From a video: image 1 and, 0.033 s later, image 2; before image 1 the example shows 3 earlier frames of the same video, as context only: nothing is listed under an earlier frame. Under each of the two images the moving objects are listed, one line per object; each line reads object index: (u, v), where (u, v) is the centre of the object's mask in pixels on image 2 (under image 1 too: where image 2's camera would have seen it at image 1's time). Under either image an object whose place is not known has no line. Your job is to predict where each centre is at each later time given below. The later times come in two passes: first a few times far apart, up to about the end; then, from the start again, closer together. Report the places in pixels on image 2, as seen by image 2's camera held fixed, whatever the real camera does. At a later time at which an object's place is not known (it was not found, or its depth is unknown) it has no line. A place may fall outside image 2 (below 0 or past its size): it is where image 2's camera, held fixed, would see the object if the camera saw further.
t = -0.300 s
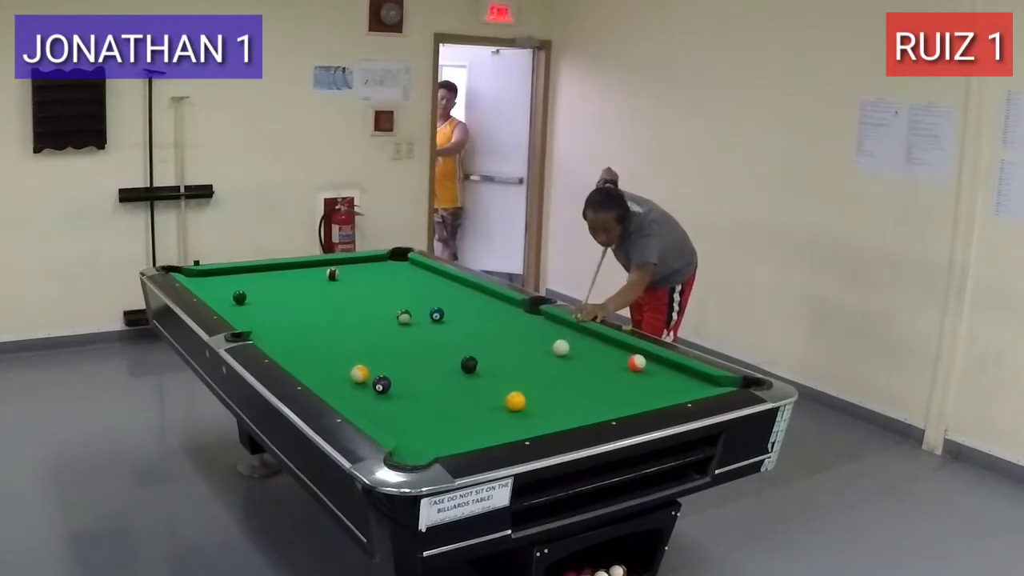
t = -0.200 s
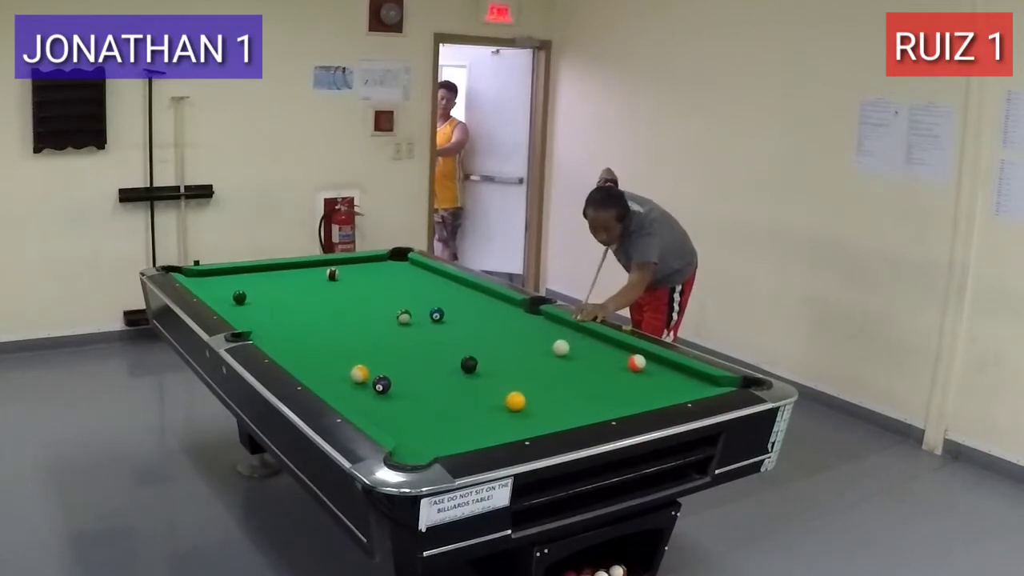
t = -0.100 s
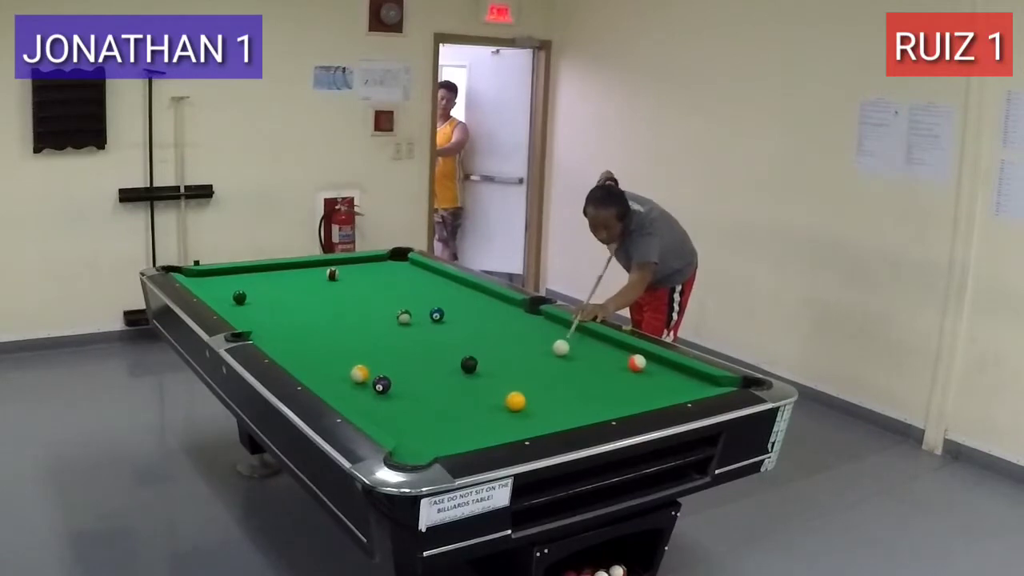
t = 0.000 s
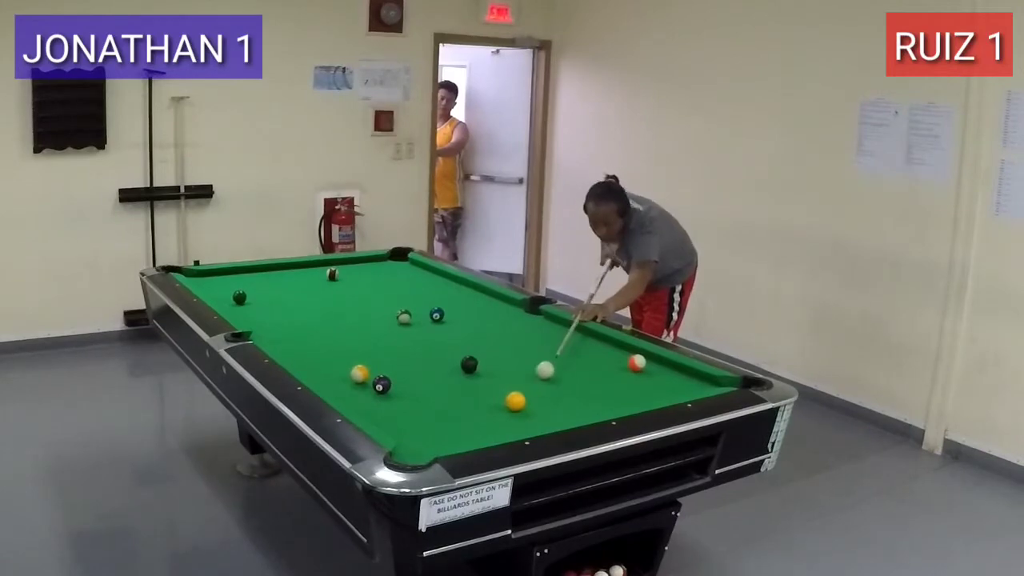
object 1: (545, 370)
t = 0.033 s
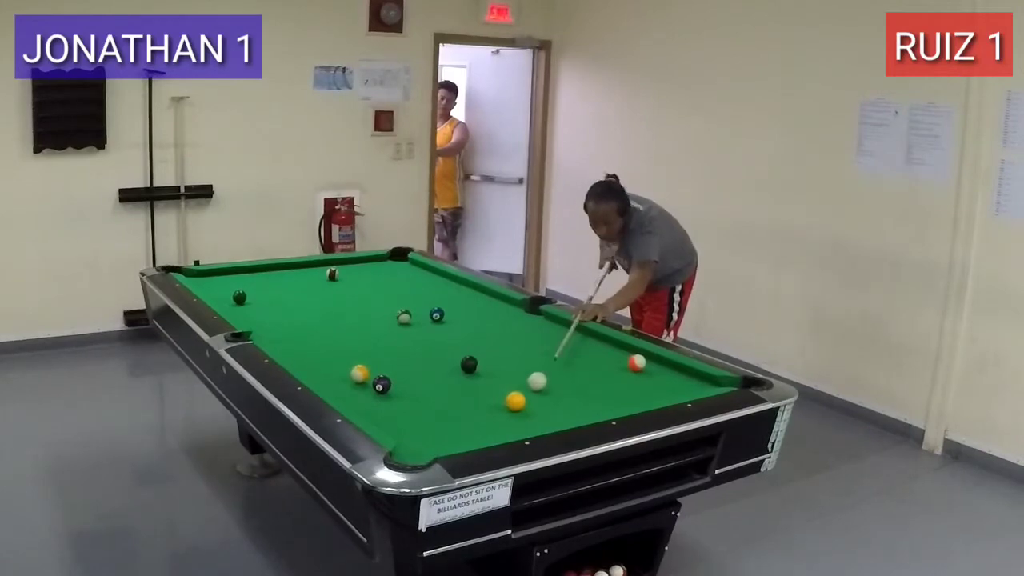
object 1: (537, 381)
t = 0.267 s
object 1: (569, 412)
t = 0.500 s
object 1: (577, 407)
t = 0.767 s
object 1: (572, 393)
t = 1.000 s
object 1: (568, 382)
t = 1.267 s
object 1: (565, 372)
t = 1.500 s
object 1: (562, 363)
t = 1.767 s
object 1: (559, 355)
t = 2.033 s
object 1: (556, 348)
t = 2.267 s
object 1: (553, 343)
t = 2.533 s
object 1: (551, 338)
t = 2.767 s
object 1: (549, 335)
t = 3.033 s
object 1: (546, 331)
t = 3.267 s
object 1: (544, 328)
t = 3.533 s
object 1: (543, 326)
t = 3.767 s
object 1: (542, 325)
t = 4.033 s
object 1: (542, 324)
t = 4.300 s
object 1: (542, 324)
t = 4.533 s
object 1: (542, 324)
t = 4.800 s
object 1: (542, 324)
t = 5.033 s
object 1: (542, 324)
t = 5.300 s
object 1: (542, 324)
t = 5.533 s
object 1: (542, 324)
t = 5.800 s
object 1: (542, 324)
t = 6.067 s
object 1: (542, 324)
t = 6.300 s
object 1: (542, 324)
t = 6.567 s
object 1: (542, 324)
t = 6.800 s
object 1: (542, 324)
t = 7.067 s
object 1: (542, 324)
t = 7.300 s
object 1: (542, 324)
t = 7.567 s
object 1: (542, 324)
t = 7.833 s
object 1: (542, 324)
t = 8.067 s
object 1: (542, 324)
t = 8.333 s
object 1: (542, 324)
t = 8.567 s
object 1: (542, 324)
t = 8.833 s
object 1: (542, 324)
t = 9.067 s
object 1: (542, 324)
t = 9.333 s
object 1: (542, 324)
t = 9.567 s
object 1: (542, 324)
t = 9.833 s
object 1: (542, 324)
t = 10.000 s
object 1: (542, 324)
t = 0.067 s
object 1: (529, 392)
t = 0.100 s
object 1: (533, 397)
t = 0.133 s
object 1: (542, 401)
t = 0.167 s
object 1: (549, 404)
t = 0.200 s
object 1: (556, 407)
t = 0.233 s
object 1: (562, 410)
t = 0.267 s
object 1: (569, 412)
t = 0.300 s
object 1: (576, 414)
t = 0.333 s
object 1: (580, 414)
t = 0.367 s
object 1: (579, 413)
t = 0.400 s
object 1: (578, 412)
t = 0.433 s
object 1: (578, 410)
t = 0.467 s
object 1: (577, 408)
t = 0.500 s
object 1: (577, 407)
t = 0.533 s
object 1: (576, 406)
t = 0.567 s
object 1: (576, 404)
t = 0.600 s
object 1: (575, 402)
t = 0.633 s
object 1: (574, 400)
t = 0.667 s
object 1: (574, 398)
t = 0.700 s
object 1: (573, 396)
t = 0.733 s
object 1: (573, 395)
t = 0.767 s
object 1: (572, 393)
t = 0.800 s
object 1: (572, 391)
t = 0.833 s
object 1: (571, 390)
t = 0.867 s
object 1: (571, 388)
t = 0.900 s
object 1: (570, 387)
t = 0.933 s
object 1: (570, 385)
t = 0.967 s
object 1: (569, 384)
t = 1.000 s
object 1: (568, 382)
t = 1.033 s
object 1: (568, 381)
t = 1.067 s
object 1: (568, 379)
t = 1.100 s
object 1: (567, 378)
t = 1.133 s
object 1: (567, 377)
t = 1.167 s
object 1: (566, 375)
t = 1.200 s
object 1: (566, 374)
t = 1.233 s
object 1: (565, 373)
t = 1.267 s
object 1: (565, 372)
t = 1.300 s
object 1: (565, 370)
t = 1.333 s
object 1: (564, 369)
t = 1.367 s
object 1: (564, 368)
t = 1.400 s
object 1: (563, 367)
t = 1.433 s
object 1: (563, 366)
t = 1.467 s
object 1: (562, 365)
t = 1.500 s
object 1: (562, 363)
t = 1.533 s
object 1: (562, 362)
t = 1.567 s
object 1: (561, 361)
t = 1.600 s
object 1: (561, 361)
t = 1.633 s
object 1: (561, 359)
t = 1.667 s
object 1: (560, 358)
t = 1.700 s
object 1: (560, 357)
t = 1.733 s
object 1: (559, 356)
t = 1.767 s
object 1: (559, 355)
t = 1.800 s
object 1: (559, 354)
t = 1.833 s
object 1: (558, 354)
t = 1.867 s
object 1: (558, 353)
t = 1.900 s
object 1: (558, 352)
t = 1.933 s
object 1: (557, 351)
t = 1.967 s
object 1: (557, 350)
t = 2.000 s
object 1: (556, 349)
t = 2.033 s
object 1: (556, 348)
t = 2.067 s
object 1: (555, 348)
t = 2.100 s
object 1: (555, 347)
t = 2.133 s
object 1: (555, 346)
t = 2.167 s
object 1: (555, 346)
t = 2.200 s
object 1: (554, 345)
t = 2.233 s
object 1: (554, 344)
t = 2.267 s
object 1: (553, 343)
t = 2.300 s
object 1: (553, 343)
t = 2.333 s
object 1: (553, 342)
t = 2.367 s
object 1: (553, 341)
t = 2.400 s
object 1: (552, 341)
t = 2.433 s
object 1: (552, 340)
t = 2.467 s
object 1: (552, 339)
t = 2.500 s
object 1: (551, 339)
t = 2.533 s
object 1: (551, 338)
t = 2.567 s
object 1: (551, 338)
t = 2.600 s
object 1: (550, 337)
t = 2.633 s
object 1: (550, 337)
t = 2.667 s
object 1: (550, 336)
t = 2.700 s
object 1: (549, 336)
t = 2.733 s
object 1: (549, 335)
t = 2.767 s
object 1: (549, 335)
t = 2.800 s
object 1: (548, 334)
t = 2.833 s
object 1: (548, 334)
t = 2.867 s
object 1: (547, 333)
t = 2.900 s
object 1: (547, 333)
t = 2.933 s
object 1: (547, 332)
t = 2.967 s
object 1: (546, 332)
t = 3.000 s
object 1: (546, 331)
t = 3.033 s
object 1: (546, 331)
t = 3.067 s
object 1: (546, 331)
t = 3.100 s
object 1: (545, 330)
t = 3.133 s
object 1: (545, 330)
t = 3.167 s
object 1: (545, 329)
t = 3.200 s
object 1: (544, 329)
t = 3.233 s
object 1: (544, 329)
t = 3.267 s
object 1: (544, 328)
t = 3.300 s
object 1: (544, 328)
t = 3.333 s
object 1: (544, 328)
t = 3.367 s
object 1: (544, 328)
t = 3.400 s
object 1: (543, 327)
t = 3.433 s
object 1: (543, 327)
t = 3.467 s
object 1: (543, 327)
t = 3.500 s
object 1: (543, 327)
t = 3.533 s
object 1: (543, 326)
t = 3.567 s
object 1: (543, 326)
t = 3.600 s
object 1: (543, 326)
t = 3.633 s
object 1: (543, 326)
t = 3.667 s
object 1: (543, 325)
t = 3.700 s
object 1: (543, 325)
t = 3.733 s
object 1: (543, 325)
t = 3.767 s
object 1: (542, 325)
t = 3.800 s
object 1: (542, 325)
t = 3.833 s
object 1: (542, 325)
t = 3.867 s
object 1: (542, 325)
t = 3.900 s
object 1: (542, 325)
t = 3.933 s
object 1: (542, 324)
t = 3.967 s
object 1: (542, 324)
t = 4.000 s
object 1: (542, 324)
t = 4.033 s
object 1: (542, 324)
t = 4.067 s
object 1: (542, 324)
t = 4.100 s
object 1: (542, 324)
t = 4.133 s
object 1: (542, 324)
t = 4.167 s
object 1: (542, 324)
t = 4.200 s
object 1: (542, 324)
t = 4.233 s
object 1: (542, 324)
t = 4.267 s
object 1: (542, 324)
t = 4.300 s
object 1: (542, 324)
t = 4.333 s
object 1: (542, 324)
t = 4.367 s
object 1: (542, 324)
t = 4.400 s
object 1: (542, 324)
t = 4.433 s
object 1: (542, 324)
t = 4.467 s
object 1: (542, 324)
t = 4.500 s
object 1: (542, 324)
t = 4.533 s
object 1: (542, 324)
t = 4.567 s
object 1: (542, 324)
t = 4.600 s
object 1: (542, 324)
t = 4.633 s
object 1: (542, 324)
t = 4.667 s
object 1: (542, 324)
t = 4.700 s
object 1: (542, 324)
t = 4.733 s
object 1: (542, 324)
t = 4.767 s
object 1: (542, 324)
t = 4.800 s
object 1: (542, 324)
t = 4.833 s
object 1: (542, 324)
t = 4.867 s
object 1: (542, 324)
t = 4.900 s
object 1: (542, 324)
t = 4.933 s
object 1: (542, 324)
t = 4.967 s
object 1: (542, 324)
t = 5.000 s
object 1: (542, 324)
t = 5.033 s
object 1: (542, 324)
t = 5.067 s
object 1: (542, 324)
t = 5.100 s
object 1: (542, 324)
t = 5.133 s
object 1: (542, 324)
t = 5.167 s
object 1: (542, 324)
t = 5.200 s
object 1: (542, 324)
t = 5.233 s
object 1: (542, 324)
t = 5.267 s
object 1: (542, 324)
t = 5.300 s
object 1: (542, 324)
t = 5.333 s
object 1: (542, 324)
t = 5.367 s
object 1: (542, 324)
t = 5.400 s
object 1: (542, 324)
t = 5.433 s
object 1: (542, 324)
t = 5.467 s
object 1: (542, 324)
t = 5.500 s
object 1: (542, 324)
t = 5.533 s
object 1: (542, 324)
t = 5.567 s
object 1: (542, 324)
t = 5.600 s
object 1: (542, 324)
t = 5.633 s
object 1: (542, 324)
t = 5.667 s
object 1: (542, 324)
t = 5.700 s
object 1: (542, 324)
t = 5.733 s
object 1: (542, 324)
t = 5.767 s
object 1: (542, 324)
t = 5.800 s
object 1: (542, 324)
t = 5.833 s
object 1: (542, 324)
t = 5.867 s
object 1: (542, 324)
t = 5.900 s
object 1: (542, 324)
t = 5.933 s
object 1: (542, 324)
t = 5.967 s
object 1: (542, 324)
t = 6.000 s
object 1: (542, 324)
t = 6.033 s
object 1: (542, 324)
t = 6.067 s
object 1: (542, 324)
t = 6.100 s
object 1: (542, 324)
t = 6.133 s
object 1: (542, 324)
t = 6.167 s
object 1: (542, 324)
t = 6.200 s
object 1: (542, 324)
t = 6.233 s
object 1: (542, 324)
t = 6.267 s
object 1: (542, 324)
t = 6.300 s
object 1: (542, 324)
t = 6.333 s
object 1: (542, 324)
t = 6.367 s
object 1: (542, 324)
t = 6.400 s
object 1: (542, 324)
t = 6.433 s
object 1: (542, 324)
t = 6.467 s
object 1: (542, 324)
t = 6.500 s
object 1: (542, 324)
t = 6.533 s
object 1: (542, 324)
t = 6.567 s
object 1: (542, 324)
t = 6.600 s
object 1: (542, 324)
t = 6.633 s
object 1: (542, 324)
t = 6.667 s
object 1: (542, 324)
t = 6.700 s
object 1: (542, 324)
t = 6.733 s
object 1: (542, 324)
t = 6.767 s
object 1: (542, 324)
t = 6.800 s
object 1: (542, 324)
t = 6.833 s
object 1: (542, 324)
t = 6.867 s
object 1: (542, 324)
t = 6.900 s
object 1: (542, 324)
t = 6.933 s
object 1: (542, 324)
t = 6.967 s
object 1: (542, 324)
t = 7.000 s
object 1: (542, 324)
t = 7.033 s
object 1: (542, 324)
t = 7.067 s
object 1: (542, 324)
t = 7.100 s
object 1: (542, 324)
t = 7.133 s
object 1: (542, 324)
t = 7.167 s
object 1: (542, 324)
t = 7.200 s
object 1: (542, 324)
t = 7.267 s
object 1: (542, 324)
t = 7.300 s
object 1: (542, 324)
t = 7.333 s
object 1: (542, 324)
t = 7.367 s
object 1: (542, 324)
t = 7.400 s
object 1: (542, 324)
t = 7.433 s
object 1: (542, 324)
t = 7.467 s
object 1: (542, 324)
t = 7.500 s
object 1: (542, 324)
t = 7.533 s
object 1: (542, 324)
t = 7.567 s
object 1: (542, 324)
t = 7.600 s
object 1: (542, 324)
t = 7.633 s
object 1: (542, 324)
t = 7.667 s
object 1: (542, 324)
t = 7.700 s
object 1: (542, 324)
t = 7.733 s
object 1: (542, 324)
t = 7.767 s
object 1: (542, 324)
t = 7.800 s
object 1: (542, 324)
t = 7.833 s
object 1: (542, 324)
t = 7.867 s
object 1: (542, 324)
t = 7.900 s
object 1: (542, 324)
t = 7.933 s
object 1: (542, 324)
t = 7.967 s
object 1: (542, 324)
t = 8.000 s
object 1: (542, 324)
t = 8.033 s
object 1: (542, 324)
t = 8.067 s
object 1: (542, 324)
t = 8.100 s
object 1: (542, 324)
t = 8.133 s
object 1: (542, 324)
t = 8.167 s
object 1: (542, 324)
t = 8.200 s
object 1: (542, 324)
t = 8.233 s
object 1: (542, 324)
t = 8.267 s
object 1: (542, 324)
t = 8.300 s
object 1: (542, 324)
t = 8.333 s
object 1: (542, 324)
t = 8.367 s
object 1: (542, 324)
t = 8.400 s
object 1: (542, 324)
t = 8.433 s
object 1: (542, 324)
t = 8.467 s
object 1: (542, 324)
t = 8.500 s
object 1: (542, 324)
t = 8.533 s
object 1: (542, 324)
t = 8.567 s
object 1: (542, 324)
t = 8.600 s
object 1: (542, 324)
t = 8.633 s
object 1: (542, 324)
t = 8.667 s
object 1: (542, 324)
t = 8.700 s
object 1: (542, 324)
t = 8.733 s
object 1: (542, 324)
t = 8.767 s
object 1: (542, 324)
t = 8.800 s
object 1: (542, 324)
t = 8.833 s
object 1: (542, 324)
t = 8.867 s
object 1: (542, 324)
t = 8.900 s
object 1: (542, 324)
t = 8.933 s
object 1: (542, 324)
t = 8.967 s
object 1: (542, 324)
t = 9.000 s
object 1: (542, 324)
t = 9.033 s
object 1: (542, 324)
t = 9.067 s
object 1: (542, 324)
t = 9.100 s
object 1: (542, 324)
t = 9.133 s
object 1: (542, 324)
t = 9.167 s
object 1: (542, 324)
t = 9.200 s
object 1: (542, 324)
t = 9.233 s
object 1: (542, 324)
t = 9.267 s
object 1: (542, 324)
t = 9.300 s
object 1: (542, 324)
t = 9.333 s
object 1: (542, 324)
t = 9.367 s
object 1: (542, 324)
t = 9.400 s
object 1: (542, 324)
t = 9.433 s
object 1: (542, 324)
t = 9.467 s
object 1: (542, 324)
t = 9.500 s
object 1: (542, 324)
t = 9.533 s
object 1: (542, 324)
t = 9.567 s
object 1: (542, 324)
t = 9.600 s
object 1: (542, 324)
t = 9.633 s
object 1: (542, 324)
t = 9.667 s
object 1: (542, 324)
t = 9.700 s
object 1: (542, 324)
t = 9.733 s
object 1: (542, 324)
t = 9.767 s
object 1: (542, 324)
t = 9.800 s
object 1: (542, 324)
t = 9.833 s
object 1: (542, 324)
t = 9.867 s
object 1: (542, 324)
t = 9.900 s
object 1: (542, 324)
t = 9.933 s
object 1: (542, 324)
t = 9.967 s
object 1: (542, 324)
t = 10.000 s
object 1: (542, 324)
